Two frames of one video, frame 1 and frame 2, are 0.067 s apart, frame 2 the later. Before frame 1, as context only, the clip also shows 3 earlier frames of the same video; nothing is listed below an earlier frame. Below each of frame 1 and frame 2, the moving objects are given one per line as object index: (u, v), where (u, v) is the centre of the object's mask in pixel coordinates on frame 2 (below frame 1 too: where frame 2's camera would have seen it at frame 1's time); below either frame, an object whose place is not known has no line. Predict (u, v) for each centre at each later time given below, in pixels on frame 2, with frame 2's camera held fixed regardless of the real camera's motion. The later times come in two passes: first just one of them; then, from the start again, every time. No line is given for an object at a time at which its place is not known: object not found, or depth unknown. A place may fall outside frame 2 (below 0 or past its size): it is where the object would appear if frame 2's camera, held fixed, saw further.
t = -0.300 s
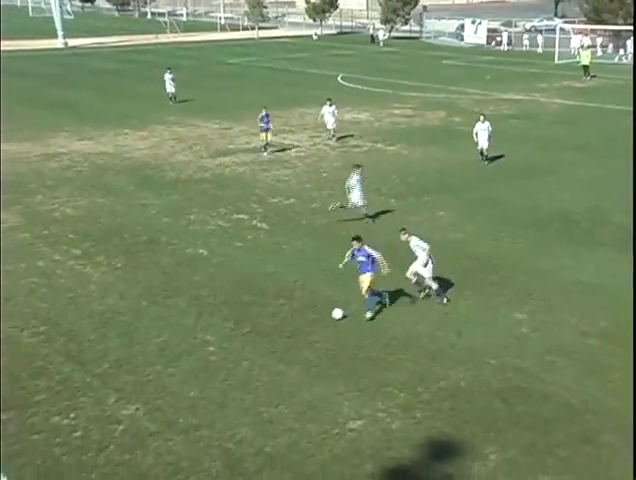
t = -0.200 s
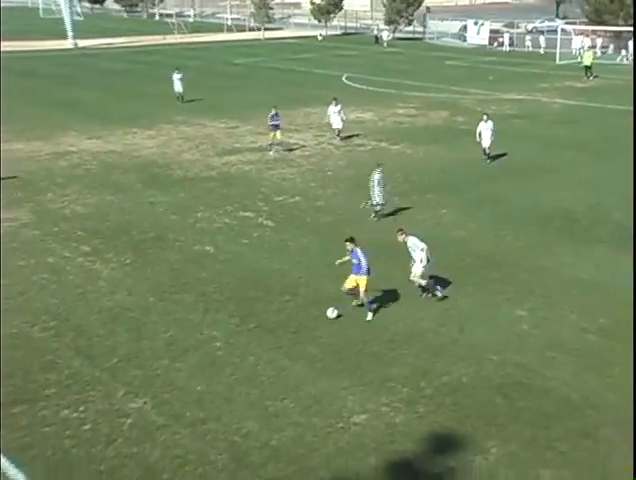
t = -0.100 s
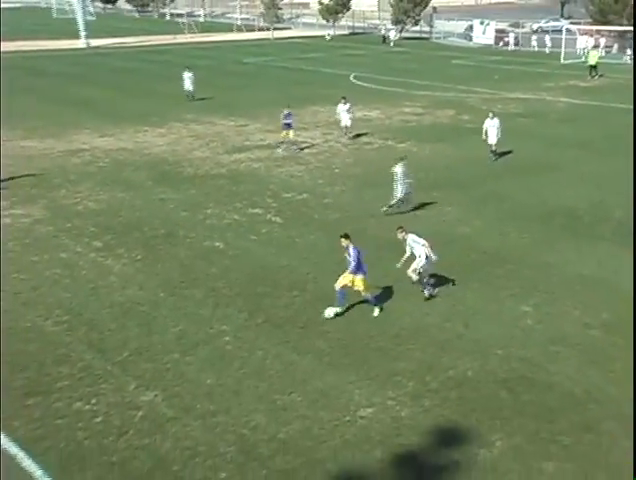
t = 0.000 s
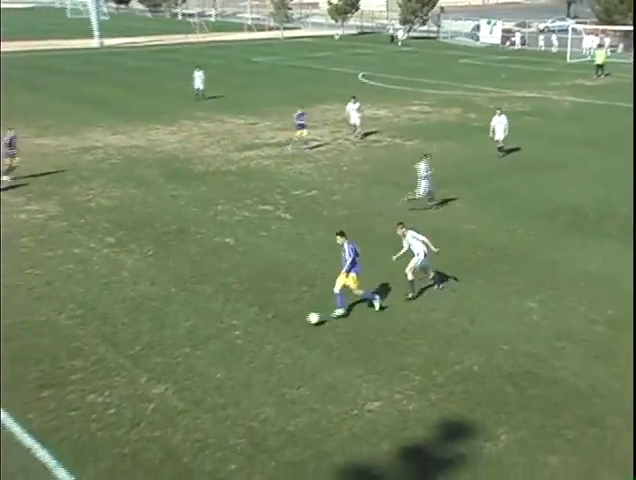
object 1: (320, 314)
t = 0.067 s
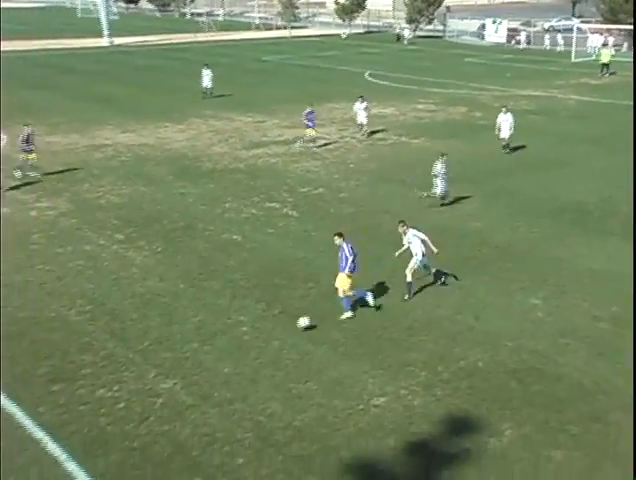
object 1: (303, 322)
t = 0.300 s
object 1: (248, 353)
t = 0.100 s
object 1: (295, 326)
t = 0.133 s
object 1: (287, 333)
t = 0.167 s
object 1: (278, 339)
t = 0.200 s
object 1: (270, 345)
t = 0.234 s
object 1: (262, 347)
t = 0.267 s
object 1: (256, 349)
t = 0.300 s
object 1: (248, 353)
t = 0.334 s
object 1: (241, 357)
